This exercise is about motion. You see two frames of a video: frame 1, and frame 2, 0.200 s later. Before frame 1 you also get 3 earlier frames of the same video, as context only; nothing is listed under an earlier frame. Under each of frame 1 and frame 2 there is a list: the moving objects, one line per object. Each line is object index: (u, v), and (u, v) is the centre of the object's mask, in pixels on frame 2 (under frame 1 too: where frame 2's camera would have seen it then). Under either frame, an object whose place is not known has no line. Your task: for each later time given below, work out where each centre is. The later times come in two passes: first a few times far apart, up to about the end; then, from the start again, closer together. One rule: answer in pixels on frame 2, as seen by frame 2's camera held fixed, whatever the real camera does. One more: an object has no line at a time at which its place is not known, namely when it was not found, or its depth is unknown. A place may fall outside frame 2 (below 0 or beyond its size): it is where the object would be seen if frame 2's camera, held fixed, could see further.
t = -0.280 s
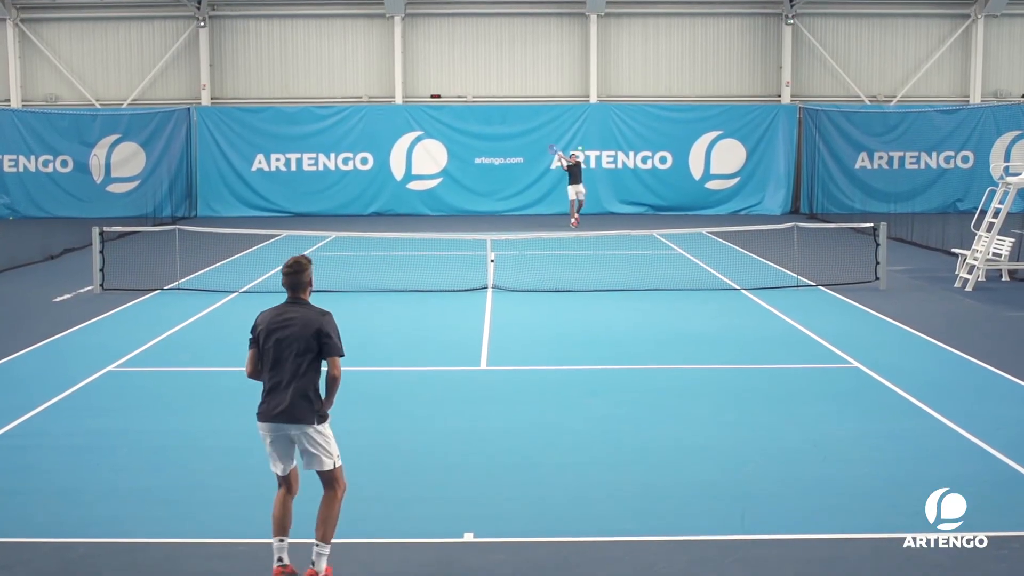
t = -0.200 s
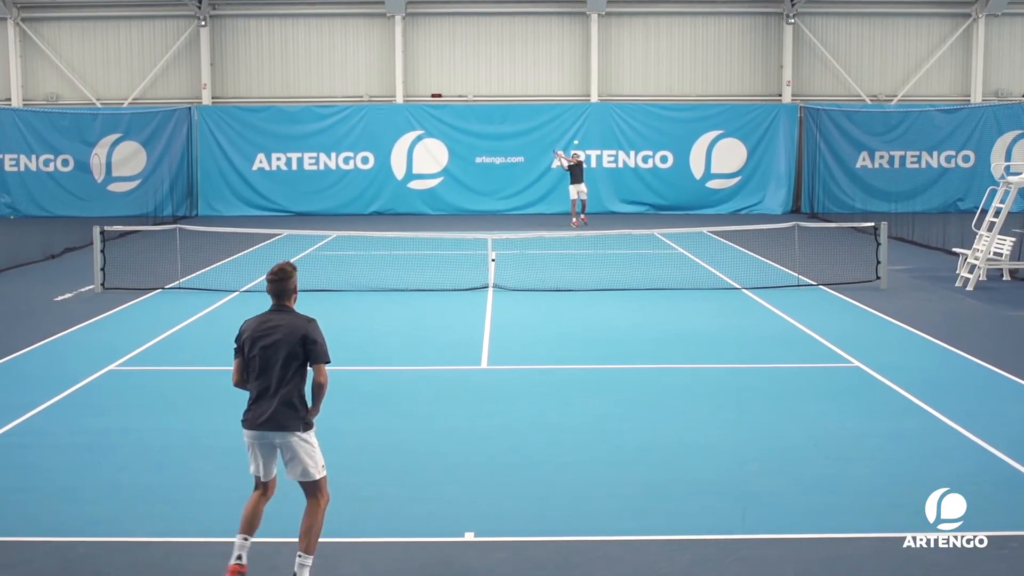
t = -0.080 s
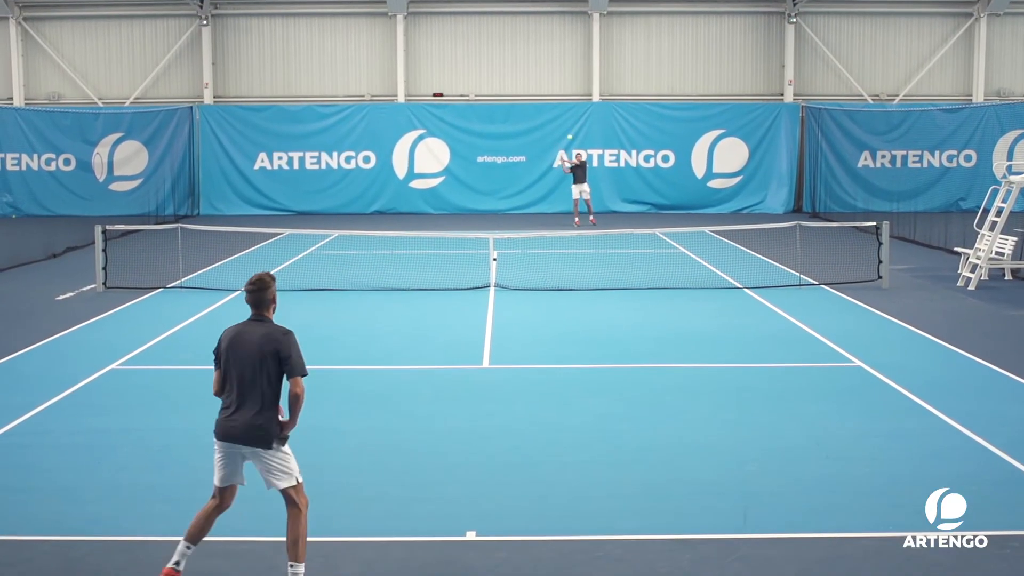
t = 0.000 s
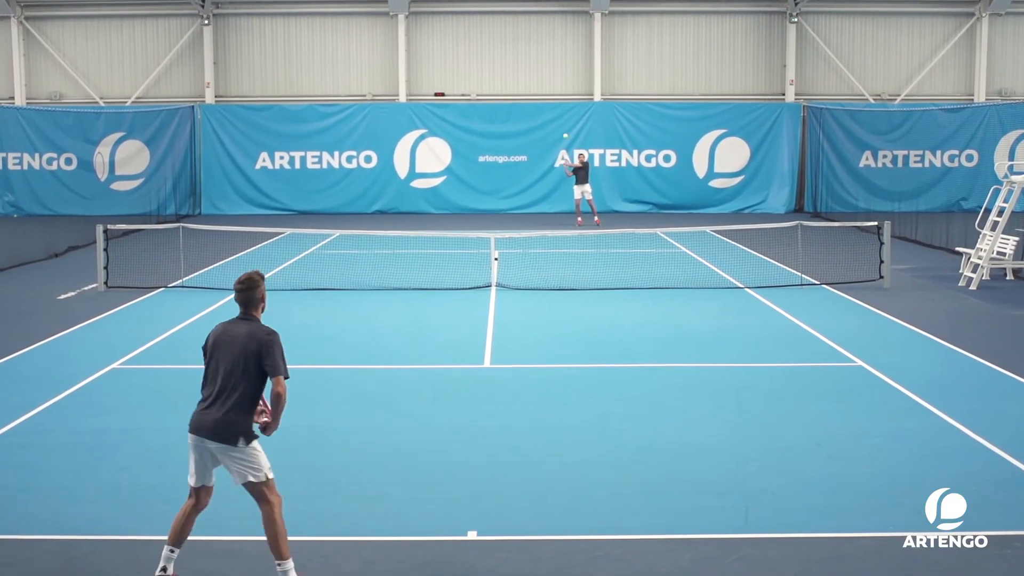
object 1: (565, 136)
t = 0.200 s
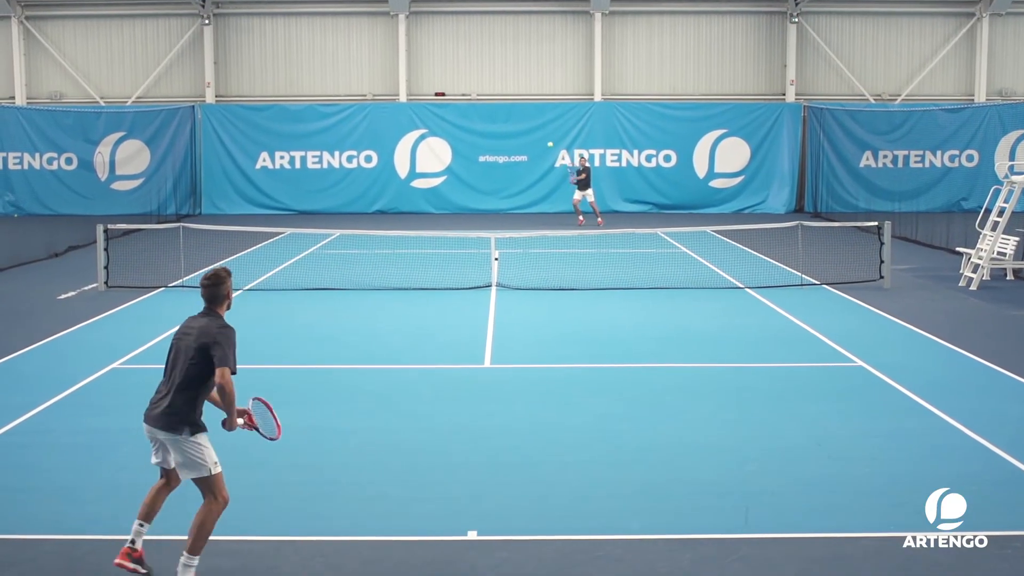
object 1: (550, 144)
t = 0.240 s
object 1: (546, 148)
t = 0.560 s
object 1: (515, 213)
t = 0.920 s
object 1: (465, 378)
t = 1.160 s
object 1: (419, 311)
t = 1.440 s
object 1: (349, 269)
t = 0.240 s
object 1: (546, 148)
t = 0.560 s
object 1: (515, 213)
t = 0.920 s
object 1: (465, 378)
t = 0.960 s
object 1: (458, 366)
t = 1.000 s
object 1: (452, 354)
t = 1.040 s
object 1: (444, 342)
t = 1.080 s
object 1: (437, 332)
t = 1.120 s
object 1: (429, 321)
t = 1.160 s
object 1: (419, 311)
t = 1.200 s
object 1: (411, 302)
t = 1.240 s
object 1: (402, 294)
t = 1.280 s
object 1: (392, 287)
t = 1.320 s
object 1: (381, 281)
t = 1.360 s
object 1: (372, 276)
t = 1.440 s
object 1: (349, 269)
